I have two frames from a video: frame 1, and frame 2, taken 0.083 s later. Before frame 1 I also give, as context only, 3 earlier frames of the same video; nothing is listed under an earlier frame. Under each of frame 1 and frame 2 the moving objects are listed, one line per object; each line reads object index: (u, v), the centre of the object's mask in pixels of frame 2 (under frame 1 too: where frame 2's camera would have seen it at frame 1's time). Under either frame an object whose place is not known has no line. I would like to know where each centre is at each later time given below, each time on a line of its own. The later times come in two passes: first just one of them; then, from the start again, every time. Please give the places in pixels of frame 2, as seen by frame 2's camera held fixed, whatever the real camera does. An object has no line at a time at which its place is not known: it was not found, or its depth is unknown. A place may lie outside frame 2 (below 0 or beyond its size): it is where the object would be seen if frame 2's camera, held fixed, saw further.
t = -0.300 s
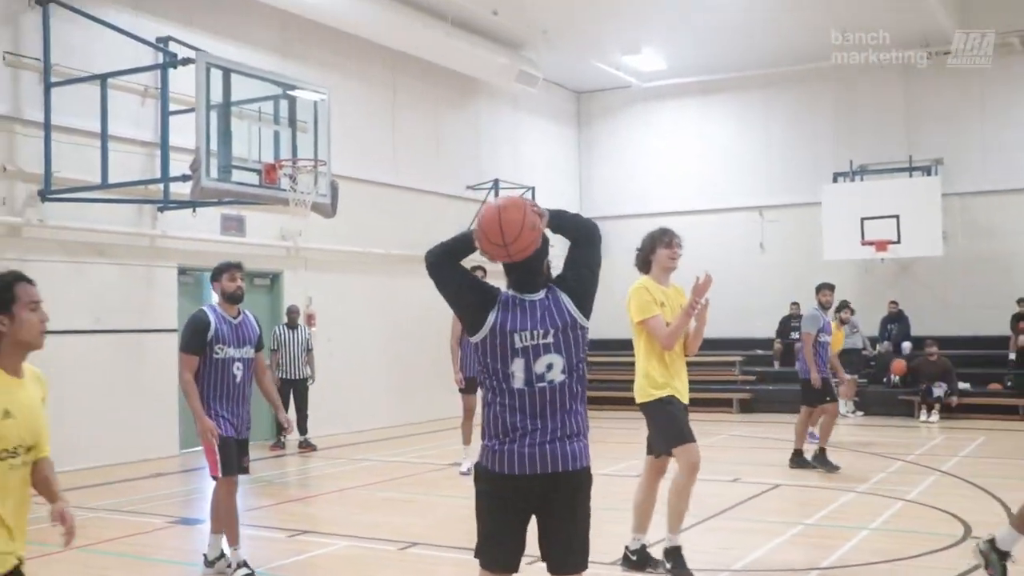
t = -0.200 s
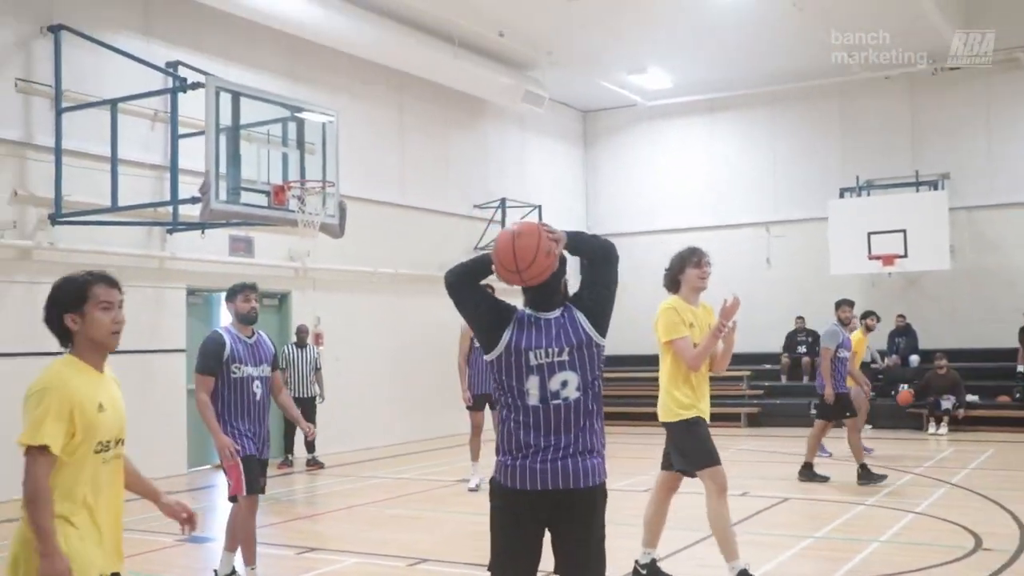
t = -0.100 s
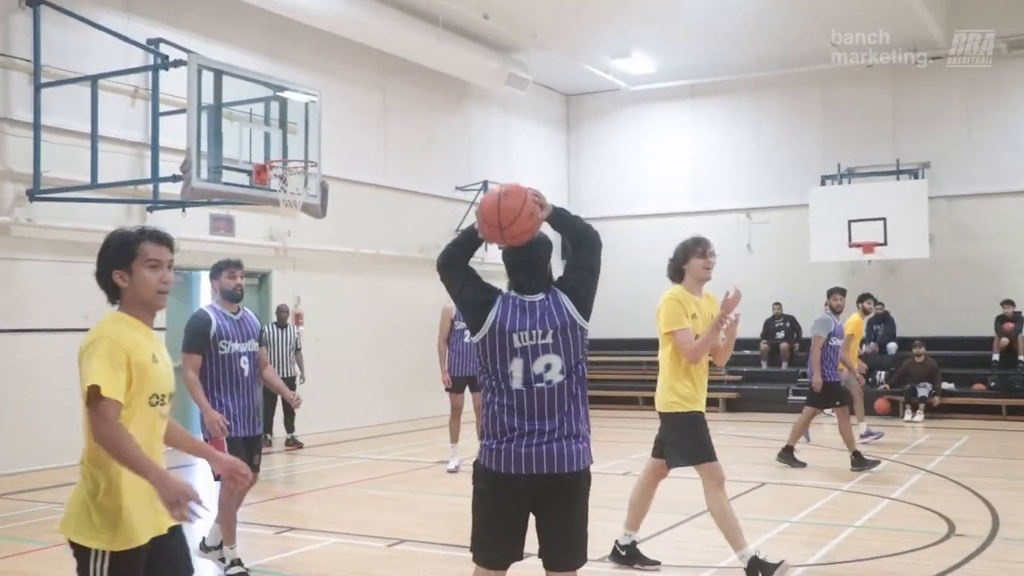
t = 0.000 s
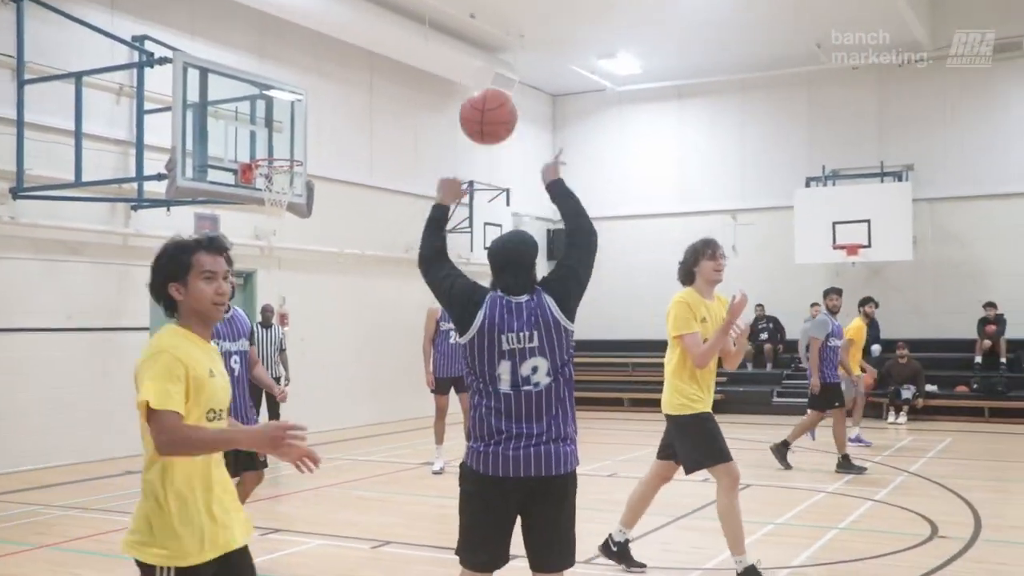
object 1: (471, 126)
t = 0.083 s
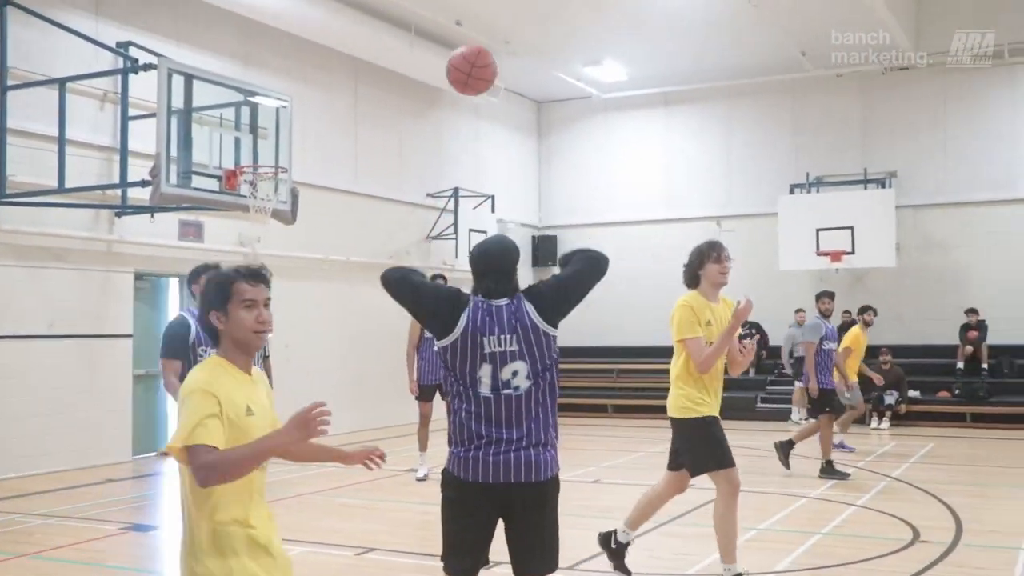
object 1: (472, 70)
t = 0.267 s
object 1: (465, 30)
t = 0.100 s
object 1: (471, 63)
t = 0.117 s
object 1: (470, 57)
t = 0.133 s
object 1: (470, 51)
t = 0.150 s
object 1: (470, 46)
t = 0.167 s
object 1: (469, 41)
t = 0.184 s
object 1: (468, 38)
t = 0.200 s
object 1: (468, 36)
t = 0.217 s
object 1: (468, 34)
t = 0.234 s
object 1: (467, 32)
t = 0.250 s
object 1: (466, 31)
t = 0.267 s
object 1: (465, 30)
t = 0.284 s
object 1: (465, 30)
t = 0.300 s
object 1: (464, 30)
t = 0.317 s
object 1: (464, 31)
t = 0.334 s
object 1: (463, 33)
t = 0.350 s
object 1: (462, 34)
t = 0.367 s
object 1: (462, 36)
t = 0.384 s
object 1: (462, 38)
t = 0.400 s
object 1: (461, 41)
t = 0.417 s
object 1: (461, 44)
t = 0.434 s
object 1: (460, 47)
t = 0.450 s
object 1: (460, 51)
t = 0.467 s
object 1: (460, 55)
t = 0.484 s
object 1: (460, 60)
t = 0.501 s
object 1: (460, 64)
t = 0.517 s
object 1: (459, 70)
